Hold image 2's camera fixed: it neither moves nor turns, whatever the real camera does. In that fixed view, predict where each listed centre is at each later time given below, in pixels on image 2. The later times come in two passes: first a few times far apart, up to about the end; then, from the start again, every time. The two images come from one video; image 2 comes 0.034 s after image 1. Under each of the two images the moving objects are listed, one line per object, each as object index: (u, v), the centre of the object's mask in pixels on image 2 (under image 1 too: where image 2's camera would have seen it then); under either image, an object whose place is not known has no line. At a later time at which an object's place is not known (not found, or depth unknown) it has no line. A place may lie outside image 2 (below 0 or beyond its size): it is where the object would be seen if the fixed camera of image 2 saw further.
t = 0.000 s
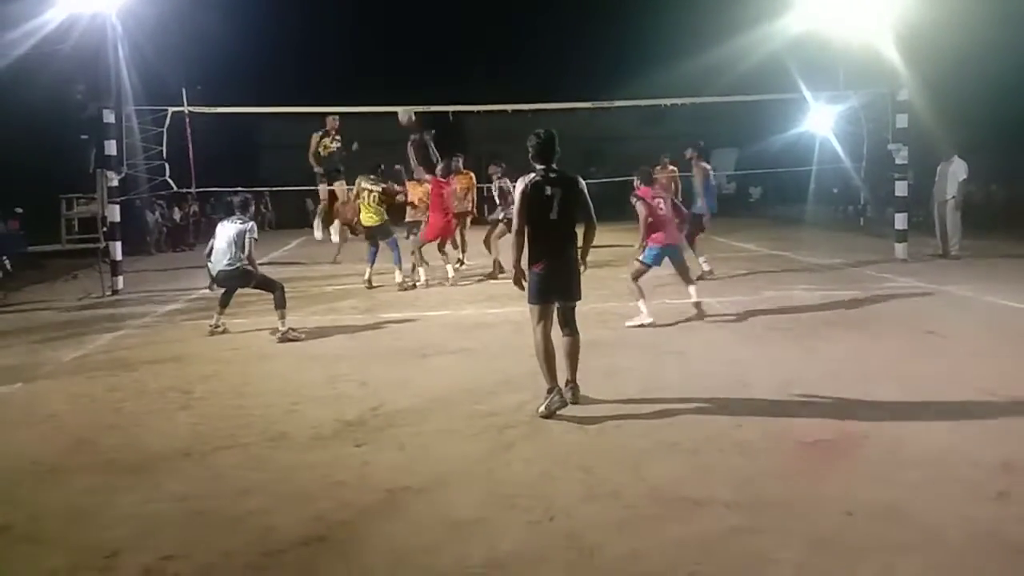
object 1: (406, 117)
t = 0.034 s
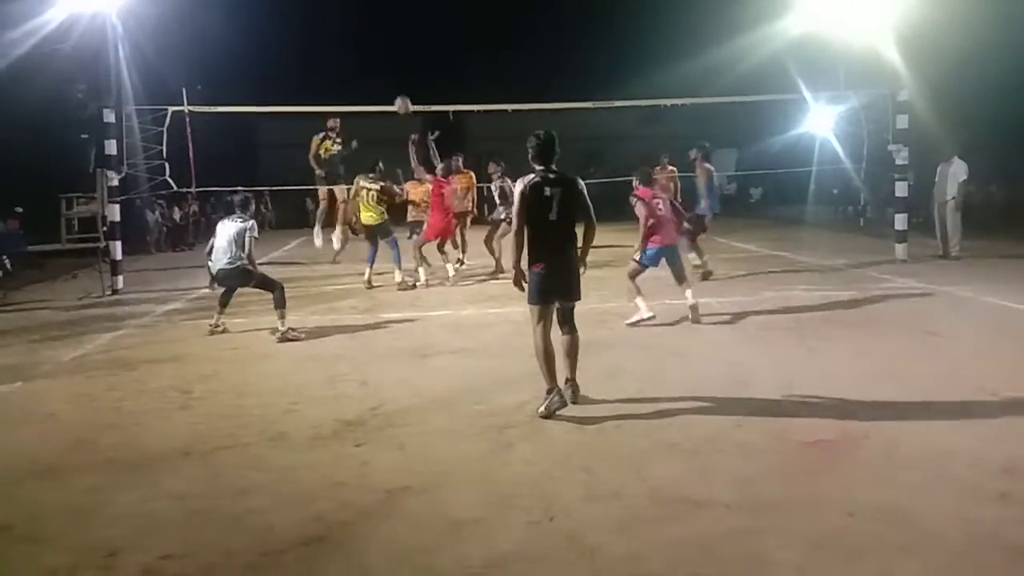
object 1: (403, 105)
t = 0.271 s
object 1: (380, 54)
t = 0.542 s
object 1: (358, 47)
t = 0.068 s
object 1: (399, 95)
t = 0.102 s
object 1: (396, 86)
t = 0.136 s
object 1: (393, 78)
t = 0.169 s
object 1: (390, 71)
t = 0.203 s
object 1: (386, 64)
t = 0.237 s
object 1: (383, 59)
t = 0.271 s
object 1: (380, 54)
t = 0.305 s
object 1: (377, 50)
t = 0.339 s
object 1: (374, 47)
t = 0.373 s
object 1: (372, 46)
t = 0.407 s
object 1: (369, 44)
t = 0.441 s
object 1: (366, 44)
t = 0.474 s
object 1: (364, 44)
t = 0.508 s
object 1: (361, 45)
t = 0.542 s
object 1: (358, 47)
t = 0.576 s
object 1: (355, 51)
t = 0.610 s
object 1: (353, 55)
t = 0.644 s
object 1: (351, 60)
